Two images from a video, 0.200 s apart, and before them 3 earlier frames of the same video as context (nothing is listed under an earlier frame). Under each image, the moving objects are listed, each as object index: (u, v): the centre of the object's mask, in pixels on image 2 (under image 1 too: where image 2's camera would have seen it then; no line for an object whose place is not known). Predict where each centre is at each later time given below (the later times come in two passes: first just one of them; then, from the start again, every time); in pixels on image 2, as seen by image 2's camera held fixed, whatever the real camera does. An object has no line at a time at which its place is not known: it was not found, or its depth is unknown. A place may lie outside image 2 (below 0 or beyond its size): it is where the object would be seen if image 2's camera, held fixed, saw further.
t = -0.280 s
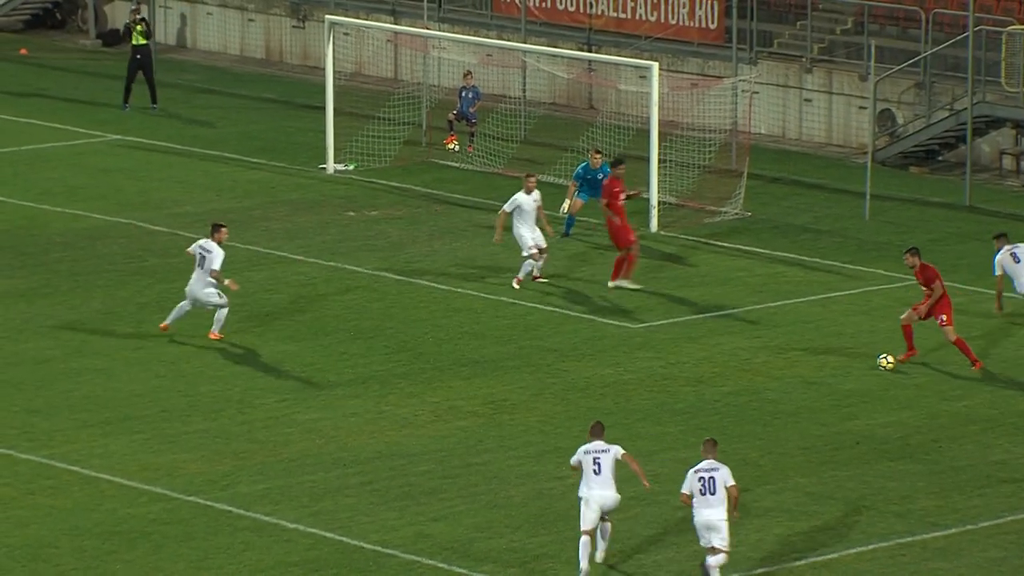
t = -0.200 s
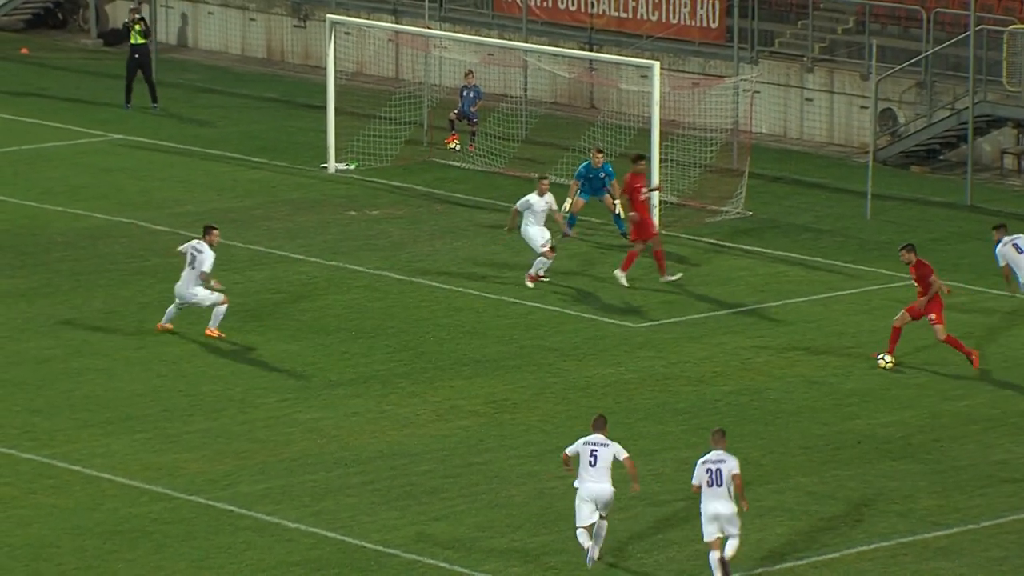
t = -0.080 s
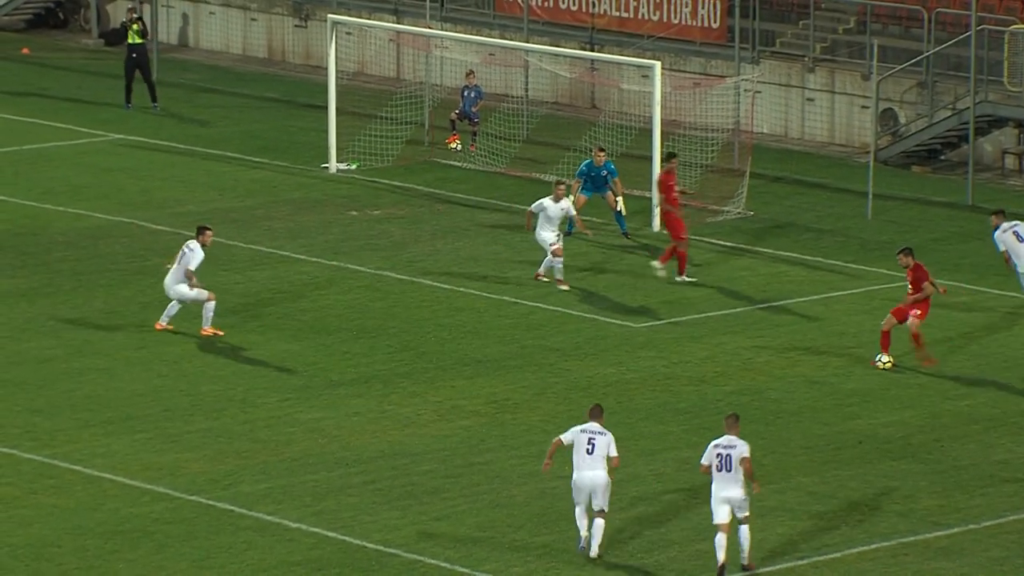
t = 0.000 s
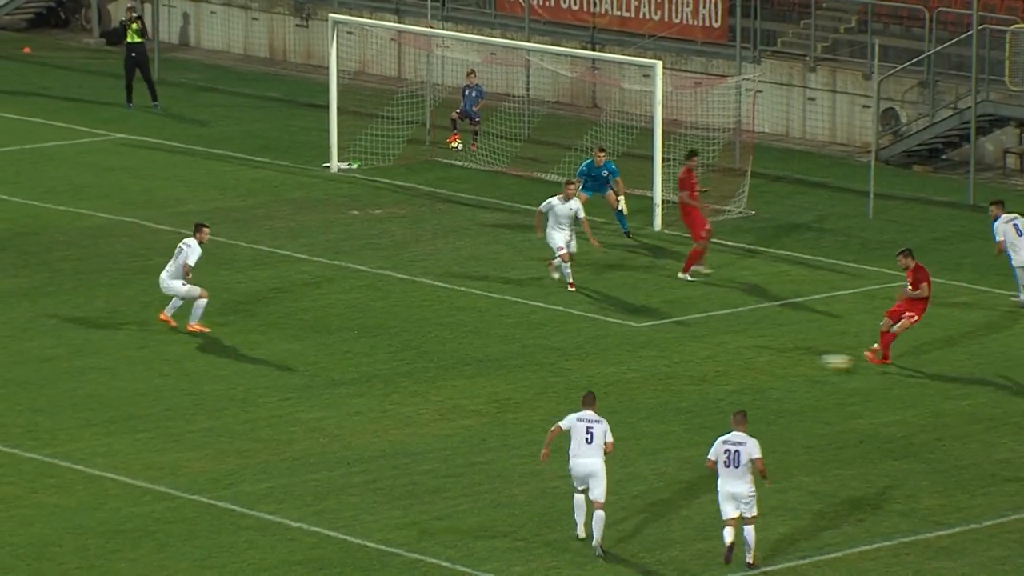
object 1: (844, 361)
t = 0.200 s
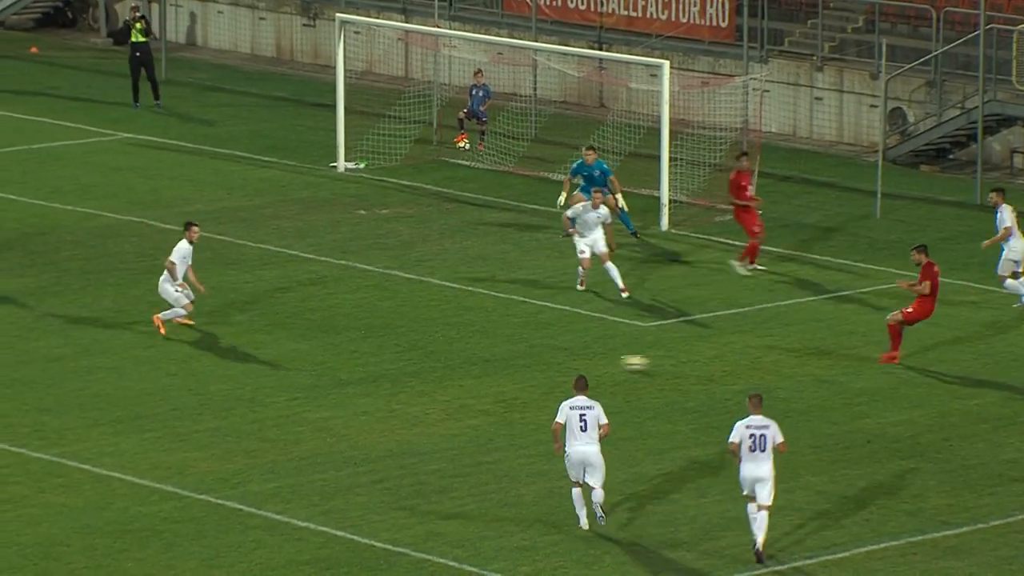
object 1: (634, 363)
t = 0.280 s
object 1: (558, 363)
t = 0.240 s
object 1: (597, 363)
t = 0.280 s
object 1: (558, 363)
